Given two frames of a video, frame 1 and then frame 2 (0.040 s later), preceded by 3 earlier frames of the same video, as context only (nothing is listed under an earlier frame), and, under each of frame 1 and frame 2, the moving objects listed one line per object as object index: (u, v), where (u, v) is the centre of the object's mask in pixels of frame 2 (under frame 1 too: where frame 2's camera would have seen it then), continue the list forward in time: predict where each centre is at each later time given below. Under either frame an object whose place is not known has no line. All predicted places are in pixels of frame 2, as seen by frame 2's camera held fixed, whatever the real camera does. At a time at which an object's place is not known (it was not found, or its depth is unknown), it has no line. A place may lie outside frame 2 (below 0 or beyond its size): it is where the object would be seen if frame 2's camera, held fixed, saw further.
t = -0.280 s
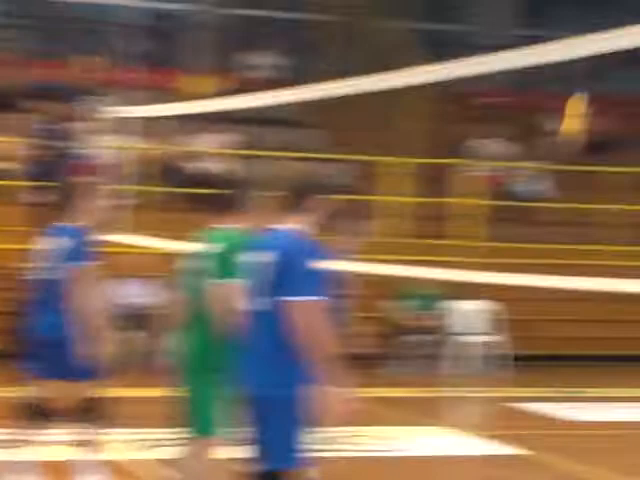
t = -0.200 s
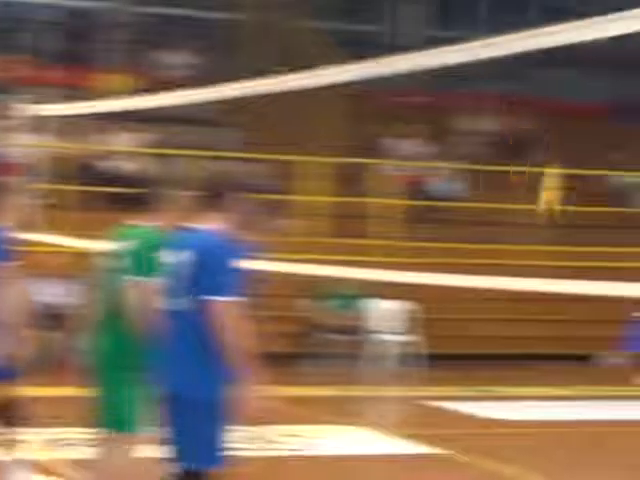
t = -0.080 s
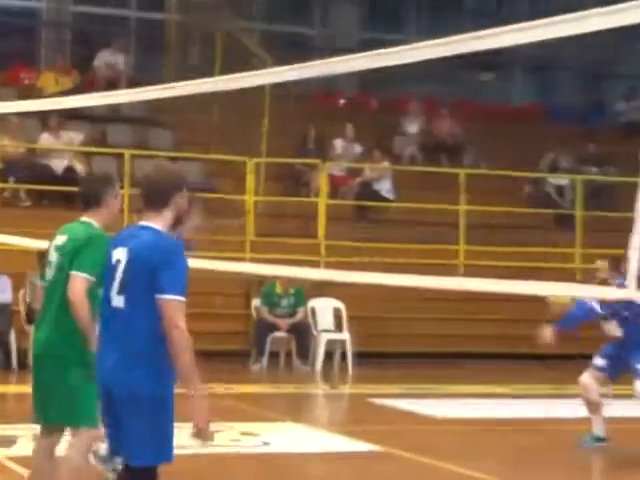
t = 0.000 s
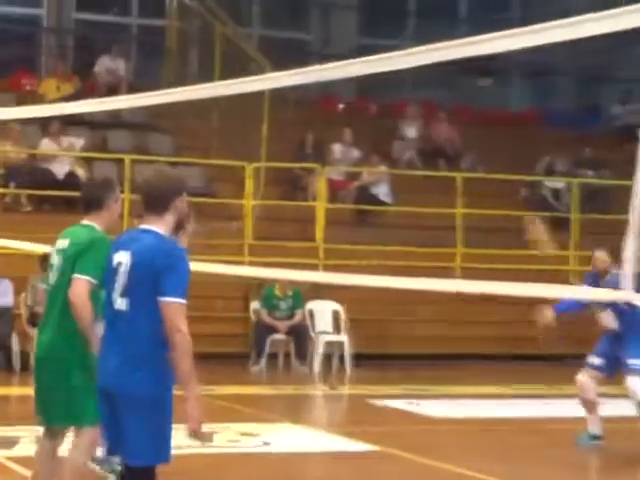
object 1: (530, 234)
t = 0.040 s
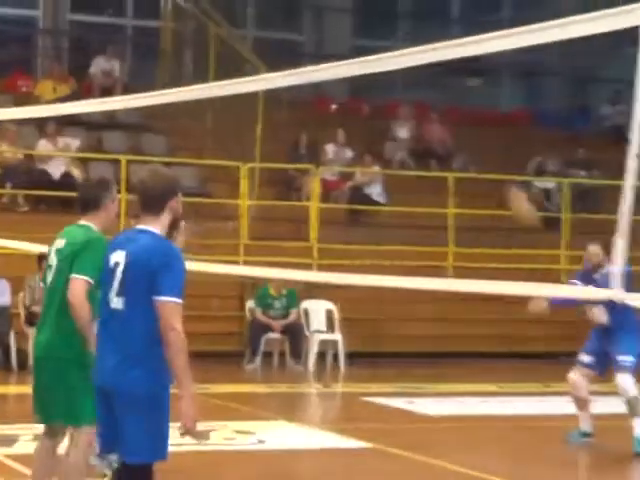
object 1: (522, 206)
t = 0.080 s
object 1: (510, 174)
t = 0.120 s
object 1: (501, 150)
